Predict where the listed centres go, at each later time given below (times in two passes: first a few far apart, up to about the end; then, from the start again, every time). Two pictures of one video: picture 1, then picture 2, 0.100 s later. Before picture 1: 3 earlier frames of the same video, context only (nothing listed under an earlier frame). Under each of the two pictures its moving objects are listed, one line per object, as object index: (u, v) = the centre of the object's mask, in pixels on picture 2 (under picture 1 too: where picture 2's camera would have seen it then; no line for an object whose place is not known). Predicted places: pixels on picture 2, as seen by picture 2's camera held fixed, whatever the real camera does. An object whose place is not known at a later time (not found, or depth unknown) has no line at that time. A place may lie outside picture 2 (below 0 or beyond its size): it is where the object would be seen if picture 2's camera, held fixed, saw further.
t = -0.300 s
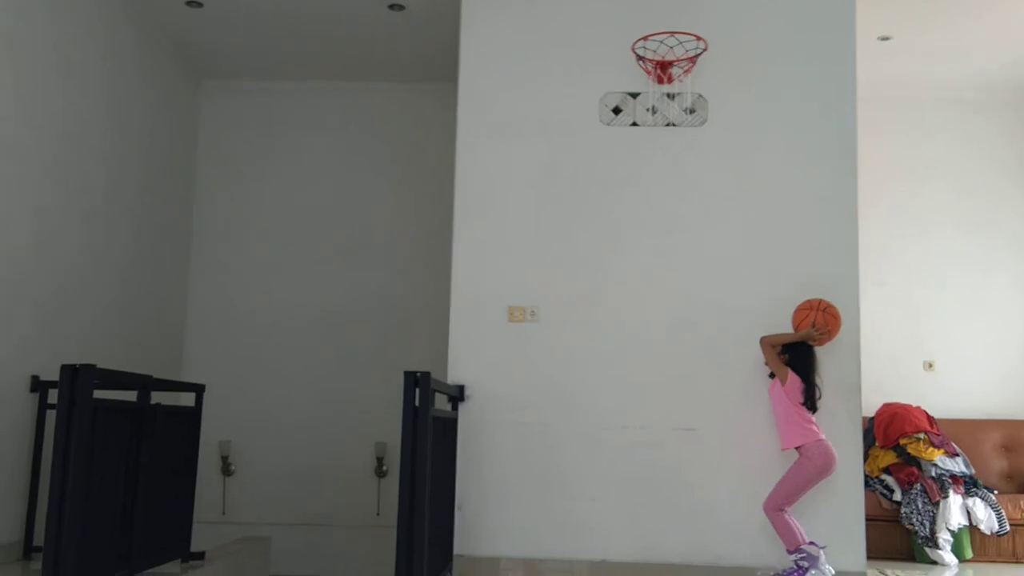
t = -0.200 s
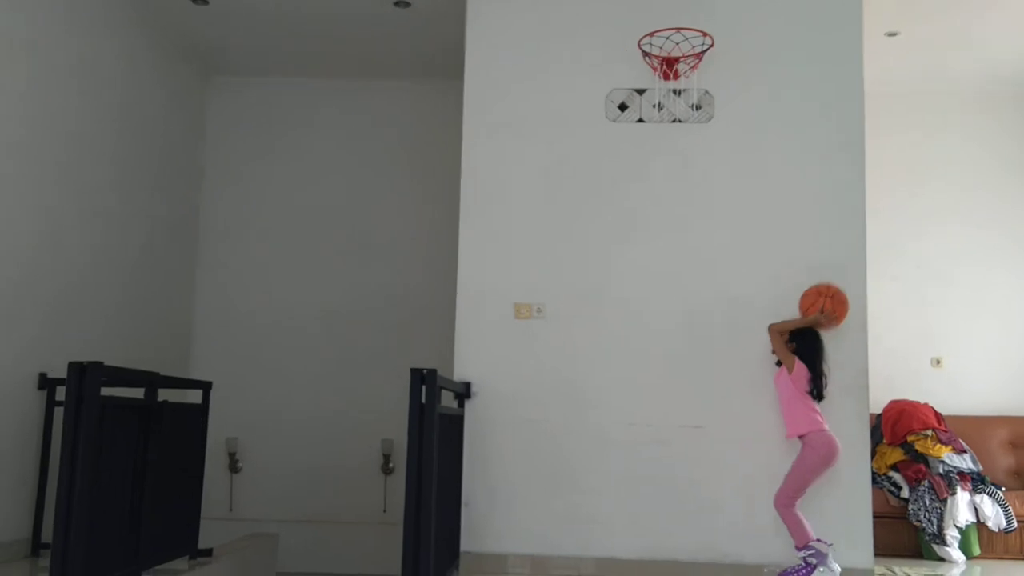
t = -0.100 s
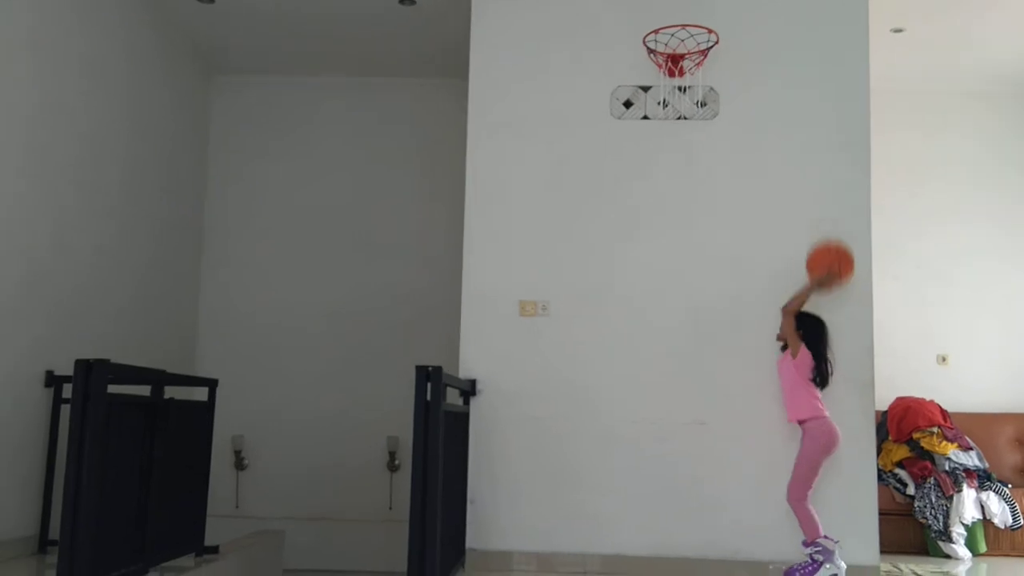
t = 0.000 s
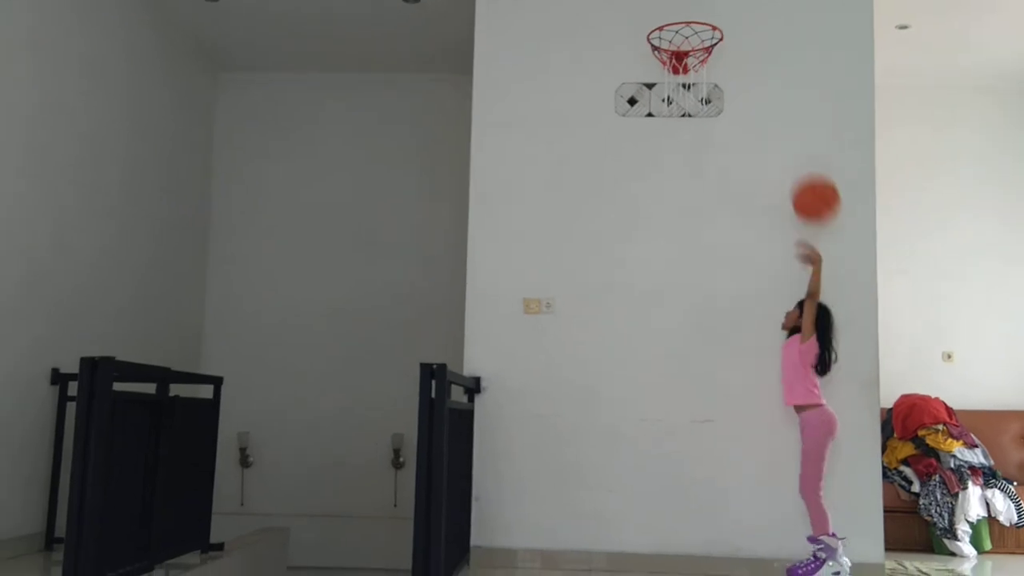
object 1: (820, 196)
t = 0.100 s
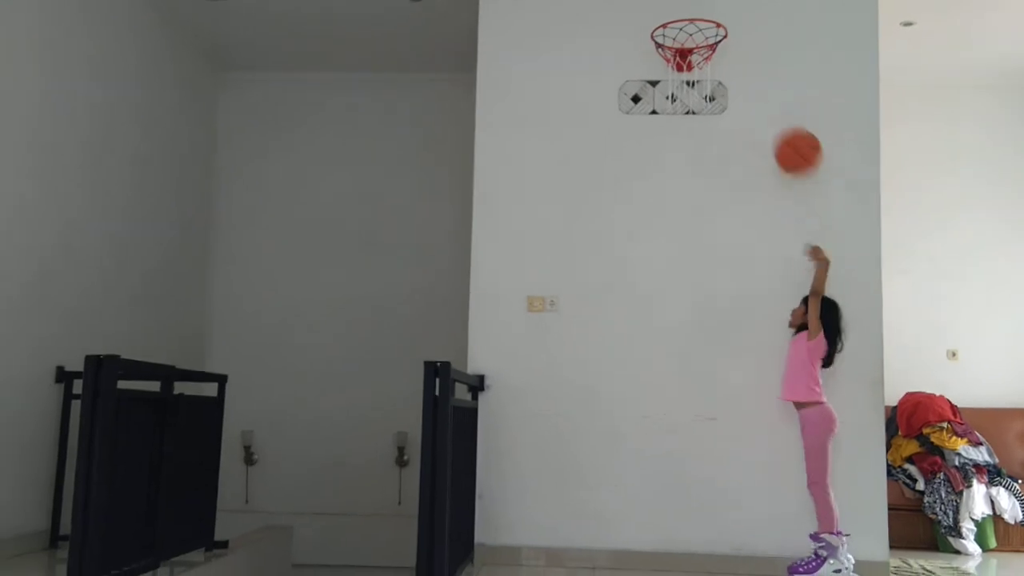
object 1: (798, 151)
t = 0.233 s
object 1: (769, 120)
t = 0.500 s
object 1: (714, 152)
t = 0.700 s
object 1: (683, 233)
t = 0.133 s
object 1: (790, 141)
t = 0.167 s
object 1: (783, 132)
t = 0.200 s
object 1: (776, 125)
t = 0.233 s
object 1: (769, 120)
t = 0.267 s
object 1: (762, 118)
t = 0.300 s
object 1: (755, 117)
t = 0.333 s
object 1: (748, 118)
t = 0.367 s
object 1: (742, 121)
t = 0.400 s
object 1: (735, 126)
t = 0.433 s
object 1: (728, 133)
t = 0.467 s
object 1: (721, 141)
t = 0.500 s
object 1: (714, 152)
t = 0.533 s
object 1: (707, 164)
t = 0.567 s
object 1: (700, 178)
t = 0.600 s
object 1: (695, 192)
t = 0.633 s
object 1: (691, 204)
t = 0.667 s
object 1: (687, 217)
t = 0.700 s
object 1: (683, 233)
